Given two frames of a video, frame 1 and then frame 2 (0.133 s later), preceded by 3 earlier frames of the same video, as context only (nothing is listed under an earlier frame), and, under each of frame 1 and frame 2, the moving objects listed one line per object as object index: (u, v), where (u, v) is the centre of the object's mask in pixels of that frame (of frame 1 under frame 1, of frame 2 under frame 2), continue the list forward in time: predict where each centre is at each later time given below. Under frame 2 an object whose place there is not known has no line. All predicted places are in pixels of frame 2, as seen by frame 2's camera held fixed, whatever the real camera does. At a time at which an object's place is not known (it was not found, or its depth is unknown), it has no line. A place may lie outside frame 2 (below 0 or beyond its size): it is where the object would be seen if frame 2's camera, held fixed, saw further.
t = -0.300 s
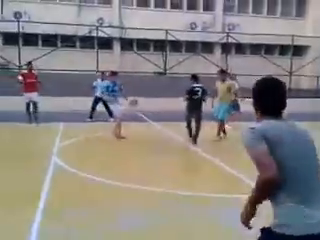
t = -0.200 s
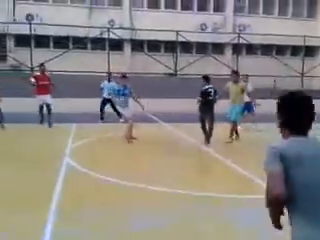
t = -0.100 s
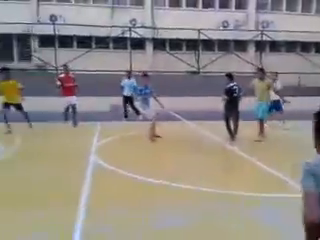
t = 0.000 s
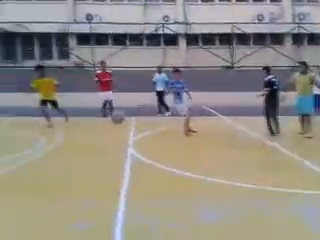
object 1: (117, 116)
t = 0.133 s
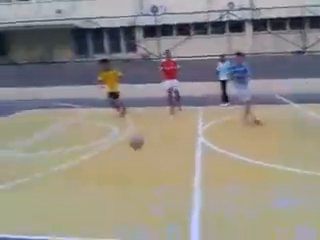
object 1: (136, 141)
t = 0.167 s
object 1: (124, 154)
